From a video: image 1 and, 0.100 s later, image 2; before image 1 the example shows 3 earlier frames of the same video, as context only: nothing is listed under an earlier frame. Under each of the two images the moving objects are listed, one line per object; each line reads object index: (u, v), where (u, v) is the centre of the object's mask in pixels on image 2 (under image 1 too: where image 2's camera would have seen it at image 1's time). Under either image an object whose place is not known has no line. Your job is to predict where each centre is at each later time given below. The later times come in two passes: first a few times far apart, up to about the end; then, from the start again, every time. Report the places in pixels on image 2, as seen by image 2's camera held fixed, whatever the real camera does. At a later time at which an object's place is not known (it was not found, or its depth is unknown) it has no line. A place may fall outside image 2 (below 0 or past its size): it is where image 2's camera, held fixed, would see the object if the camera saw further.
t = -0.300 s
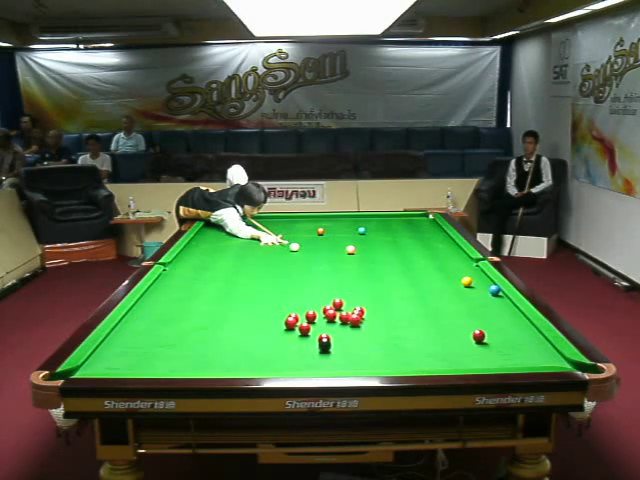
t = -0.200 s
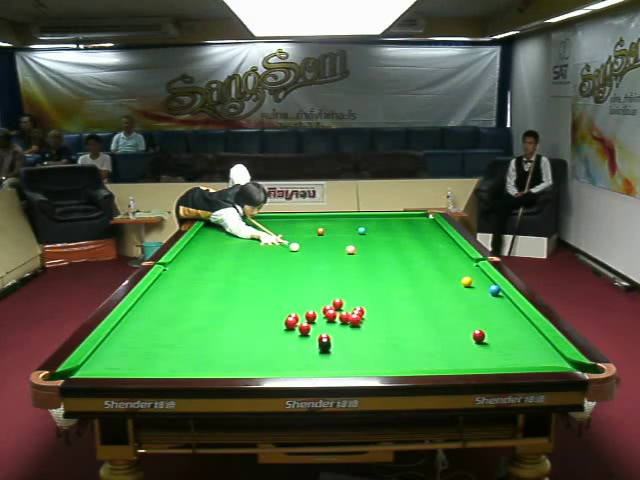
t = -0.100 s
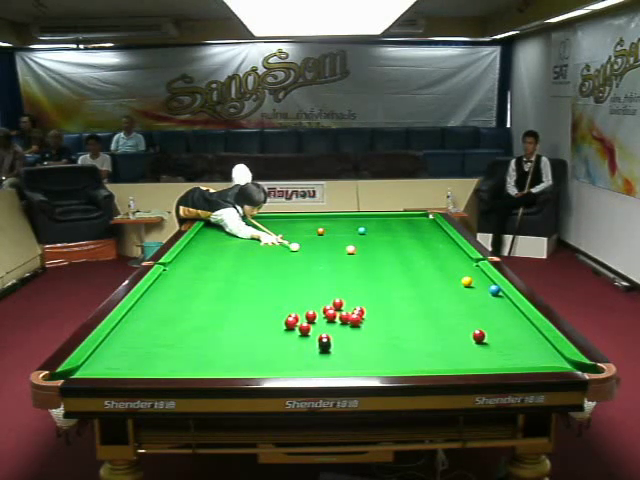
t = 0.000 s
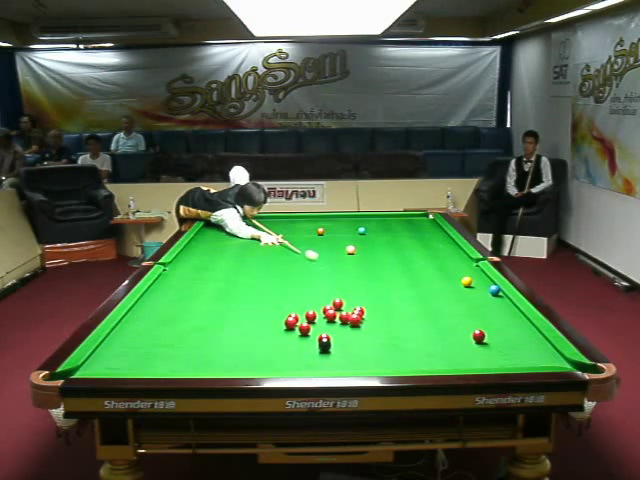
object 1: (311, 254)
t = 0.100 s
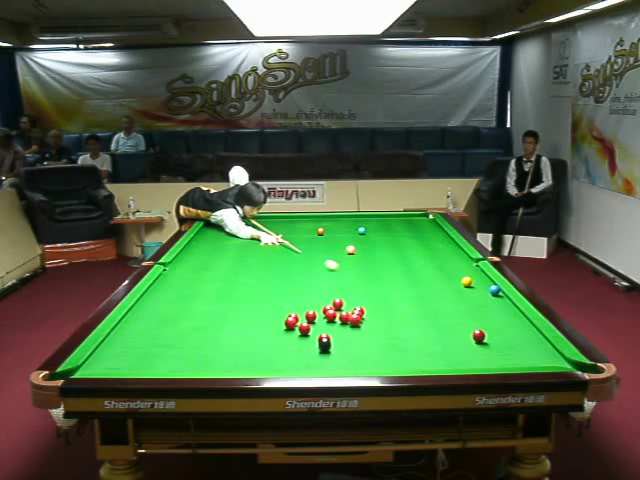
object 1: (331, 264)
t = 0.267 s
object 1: (365, 281)
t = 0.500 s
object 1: (411, 304)
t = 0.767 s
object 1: (464, 329)
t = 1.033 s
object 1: (463, 341)
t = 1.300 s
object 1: (461, 353)
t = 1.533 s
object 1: (459, 362)
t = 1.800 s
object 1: (453, 363)
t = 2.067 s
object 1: (444, 357)
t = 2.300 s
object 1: (437, 351)
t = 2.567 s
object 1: (430, 346)
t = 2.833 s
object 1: (425, 341)
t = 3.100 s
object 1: (421, 337)
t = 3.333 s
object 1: (418, 334)
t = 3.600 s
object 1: (415, 331)
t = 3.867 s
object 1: (413, 329)
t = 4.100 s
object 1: (412, 328)
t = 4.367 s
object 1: (411, 327)
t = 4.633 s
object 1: (411, 327)
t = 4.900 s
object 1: (411, 327)
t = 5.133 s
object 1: (411, 327)
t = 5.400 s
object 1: (411, 327)
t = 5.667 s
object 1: (411, 327)
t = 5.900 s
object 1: (411, 327)
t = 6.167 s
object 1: (411, 327)
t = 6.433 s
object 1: (411, 327)
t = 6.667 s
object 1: (411, 327)
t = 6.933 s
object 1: (411, 327)
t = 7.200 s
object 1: (411, 327)
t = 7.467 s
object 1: (411, 327)
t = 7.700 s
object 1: (411, 327)
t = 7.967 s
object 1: (410, 327)
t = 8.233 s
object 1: (411, 327)
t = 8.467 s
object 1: (411, 327)
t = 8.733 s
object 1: (411, 327)
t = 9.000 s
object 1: (411, 327)
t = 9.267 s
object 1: (410, 327)
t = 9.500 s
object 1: (410, 327)
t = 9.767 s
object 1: (411, 327)
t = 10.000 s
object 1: (411, 327)
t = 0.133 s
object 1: (338, 267)
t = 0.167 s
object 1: (344, 271)
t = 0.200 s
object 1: (351, 274)
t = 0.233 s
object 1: (358, 277)
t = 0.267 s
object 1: (365, 281)
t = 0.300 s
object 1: (372, 285)
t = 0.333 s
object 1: (378, 288)
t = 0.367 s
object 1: (386, 291)
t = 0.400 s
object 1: (392, 295)
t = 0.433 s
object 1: (399, 298)
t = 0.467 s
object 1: (405, 301)
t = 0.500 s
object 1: (411, 304)
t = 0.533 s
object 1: (417, 307)
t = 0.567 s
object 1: (424, 310)
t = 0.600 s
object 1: (430, 313)
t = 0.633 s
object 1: (436, 316)
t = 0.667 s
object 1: (443, 319)
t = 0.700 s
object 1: (450, 323)
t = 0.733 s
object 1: (456, 326)
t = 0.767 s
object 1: (464, 329)
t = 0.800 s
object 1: (467, 333)
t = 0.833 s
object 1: (466, 333)
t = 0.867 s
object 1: (464, 334)
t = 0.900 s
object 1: (464, 335)
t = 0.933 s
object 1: (463, 337)
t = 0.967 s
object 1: (463, 339)
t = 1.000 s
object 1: (463, 340)
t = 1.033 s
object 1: (463, 341)
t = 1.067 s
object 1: (463, 343)
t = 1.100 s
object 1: (462, 344)
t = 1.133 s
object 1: (462, 346)
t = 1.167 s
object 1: (462, 347)
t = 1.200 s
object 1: (462, 348)
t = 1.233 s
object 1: (462, 350)
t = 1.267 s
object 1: (461, 351)
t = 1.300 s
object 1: (461, 353)
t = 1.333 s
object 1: (461, 354)
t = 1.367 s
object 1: (461, 356)
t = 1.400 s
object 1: (460, 357)
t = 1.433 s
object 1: (460, 359)
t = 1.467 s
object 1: (460, 360)
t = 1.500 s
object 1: (460, 361)
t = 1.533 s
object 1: (459, 362)
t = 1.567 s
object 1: (459, 363)
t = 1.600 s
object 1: (459, 363)
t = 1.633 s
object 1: (458, 364)
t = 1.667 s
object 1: (458, 364)
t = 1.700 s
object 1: (456, 364)
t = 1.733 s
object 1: (455, 364)
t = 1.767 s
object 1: (454, 363)
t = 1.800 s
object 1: (453, 363)
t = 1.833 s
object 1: (451, 362)
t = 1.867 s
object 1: (451, 362)
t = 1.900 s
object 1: (450, 361)
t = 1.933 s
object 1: (448, 360)
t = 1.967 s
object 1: (447, 360)
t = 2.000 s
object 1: (446, 359)
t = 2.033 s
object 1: (445, 358)
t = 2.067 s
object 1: (444, 357)
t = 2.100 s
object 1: (443, 356)
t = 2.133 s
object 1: (442, 355)
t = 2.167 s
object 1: (441, 354)
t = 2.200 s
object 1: (440, 353)
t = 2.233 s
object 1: (439, 353)
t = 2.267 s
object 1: (438, 352)
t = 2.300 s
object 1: (437, 351)
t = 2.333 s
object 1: (436, 350)
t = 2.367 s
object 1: (435, 350)
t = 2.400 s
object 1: (434, 349)
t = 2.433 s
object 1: (434, 348)
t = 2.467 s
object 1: (433, 348)
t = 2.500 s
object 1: (432, 347)
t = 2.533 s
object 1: (431, 346)
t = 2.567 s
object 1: (430, 346)
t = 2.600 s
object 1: (430, 345)
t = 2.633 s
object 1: (429, 344)
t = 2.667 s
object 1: (428, 344)
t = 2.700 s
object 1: (428, 343)
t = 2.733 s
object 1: (427, 343)
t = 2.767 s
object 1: (427, 342)
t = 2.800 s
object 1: (426, 341)
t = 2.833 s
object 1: (425, 341)
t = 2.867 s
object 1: (425, 341)
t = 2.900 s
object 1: (424, 340)
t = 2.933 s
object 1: (424, 339)
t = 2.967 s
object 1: (423, 339)
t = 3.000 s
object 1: (423, 338)
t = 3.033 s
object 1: (422, 338)
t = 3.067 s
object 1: (422, 338)
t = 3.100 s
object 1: (421, 337)
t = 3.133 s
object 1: (421, 337)
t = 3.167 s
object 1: (420, 336)
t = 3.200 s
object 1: (420, 335)
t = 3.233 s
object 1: (420, 335)
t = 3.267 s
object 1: (419, 335)
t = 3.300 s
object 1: (418, 334)
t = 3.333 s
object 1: (418, 334)
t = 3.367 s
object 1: (418, 334)
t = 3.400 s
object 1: (417, 333)
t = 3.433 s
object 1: (417, 333)
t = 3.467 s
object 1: (416, 333)
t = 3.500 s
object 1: (416, 332)
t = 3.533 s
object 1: (416, 332)
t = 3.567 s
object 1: (415, 332)
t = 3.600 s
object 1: (415, 331)
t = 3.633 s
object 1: (415, 331)
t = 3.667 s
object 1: (415, 331)
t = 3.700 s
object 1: (414, 330)
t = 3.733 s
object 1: (414, 330)
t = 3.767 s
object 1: (413, 330)
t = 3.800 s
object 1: (414, 330)
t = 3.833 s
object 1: (413, 330)
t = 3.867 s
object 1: (413, 329)
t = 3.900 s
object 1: (413, 329)
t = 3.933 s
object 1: (412, 329)
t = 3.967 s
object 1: (412, 329)
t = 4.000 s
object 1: (412, 328)
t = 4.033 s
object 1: (412, 328)
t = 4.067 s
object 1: (412, 328)
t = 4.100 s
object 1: (412, 328)
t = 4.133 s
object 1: (412, 328)
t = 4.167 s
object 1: (411, 328)
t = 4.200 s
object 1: (411, 328)
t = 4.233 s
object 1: (411, 328)
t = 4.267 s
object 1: (411, 327)
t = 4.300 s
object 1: (411, 327)
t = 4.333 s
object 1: (411, 327)
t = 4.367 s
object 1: (411, 327)
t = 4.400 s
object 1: (411, 327)
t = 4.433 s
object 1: (411, 327)
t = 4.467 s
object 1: (411, 327)
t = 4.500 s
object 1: (411, 327)
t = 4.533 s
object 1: (411, 327)
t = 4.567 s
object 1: (411, 327)
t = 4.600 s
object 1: (411, 327)
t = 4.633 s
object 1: (411, 327)
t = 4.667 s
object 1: (411, 327)
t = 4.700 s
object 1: (411, 327)
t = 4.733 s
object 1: (411, 327)
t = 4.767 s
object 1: (411, 327)
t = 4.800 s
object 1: (411, 327)
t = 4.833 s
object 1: (411, 327)
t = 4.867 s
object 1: (411, 327)
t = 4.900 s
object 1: (411, 327)
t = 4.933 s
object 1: (411, 327)
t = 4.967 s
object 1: (411, 327)
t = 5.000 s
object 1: (411, 327)
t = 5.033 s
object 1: (411, 327)
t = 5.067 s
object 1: (411, 327)
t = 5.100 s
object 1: (411, 327)
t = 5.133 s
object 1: (411, 327)
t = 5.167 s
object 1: (411, 327)
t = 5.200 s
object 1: (411, 327)
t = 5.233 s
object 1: (411, 327)
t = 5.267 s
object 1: (411, 327)
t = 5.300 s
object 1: (411, 327)
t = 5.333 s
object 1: (411, 327)
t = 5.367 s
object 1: (411, 327)
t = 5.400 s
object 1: (411, 327)
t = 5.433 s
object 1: (411, 327)
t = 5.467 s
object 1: (411, 327)
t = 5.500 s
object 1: (411, 327)
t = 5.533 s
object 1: (411, 327)
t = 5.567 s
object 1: (411, 327)
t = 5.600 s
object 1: (411, 327)
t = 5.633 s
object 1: (411, 327)
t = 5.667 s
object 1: (411, 327)
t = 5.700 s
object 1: (411, 327)
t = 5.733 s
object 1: (411, 327)
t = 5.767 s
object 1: (411, 327)
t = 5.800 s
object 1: (411, 327)
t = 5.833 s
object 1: (411, 327)
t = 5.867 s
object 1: (411, 327)
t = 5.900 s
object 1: (411, 327)
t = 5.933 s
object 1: (411, 327)
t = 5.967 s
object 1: (411, 327)
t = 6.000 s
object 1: (411, 327)
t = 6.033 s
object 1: (411, 327)
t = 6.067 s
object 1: (411, 327)
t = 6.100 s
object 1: (411, 327)
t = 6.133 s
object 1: (411, 327)
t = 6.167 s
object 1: (411, 327)
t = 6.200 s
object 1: (411, 327)
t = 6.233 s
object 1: (411, 327)
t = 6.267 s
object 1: (411, 327)
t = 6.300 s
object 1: (411, 327)
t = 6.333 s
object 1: (411, 327)
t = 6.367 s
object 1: (411, 327)
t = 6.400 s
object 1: (411, 327)
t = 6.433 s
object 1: (411, 327)
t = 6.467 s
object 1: (411, 327)
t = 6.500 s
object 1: (411, 327)
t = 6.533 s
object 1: (411, 327)
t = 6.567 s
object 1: (411, 327)
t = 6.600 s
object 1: (411, 327)
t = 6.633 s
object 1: (411, 327)
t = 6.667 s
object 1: (411, 327)
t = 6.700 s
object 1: (411, 327)
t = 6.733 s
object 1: (411, 327)
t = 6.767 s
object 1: (411, 327)
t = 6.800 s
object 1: (411, 327)
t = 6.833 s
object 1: (411, 327)
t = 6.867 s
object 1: (411, 327)
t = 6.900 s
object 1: (411, 327)
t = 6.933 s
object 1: (411, 327)
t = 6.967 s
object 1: (411, 327)
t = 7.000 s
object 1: (411, 327)
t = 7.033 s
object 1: (411, 327)
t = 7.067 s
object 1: (411, 327)
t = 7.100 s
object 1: (411, 327)
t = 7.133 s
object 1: (411, 327)
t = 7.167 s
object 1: (411, 327)
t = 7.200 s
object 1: (411, 327)
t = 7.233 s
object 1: (410, 327)
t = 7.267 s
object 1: (410, 327)
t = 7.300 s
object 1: (410, 327)
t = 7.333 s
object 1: (411, 327)
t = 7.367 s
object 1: (411, 327)
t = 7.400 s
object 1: (411, 327)
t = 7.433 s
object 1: (411, 327)
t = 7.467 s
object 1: (411, 327)
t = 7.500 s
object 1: (411, 327)
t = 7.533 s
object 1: (411, 327)
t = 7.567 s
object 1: (411, 327)
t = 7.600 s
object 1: (411, 327)
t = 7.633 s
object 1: (411, 327)
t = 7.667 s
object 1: (411, 327)
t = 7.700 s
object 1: (411, 327)
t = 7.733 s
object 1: (410, 327)
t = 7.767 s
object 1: (410, 327)
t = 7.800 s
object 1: (410, 327)
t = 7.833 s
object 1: (410, 327)
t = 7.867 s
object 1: (410, 327)
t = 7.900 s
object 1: (410, 327)
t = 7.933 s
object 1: (411, 327)
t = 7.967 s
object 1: (410, 327)
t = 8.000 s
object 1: (411, 327)
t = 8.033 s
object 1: (411, 327)
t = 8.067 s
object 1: (411, 327)
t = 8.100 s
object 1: (410, 327)
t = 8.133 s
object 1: (410, 327)
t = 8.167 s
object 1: (411, 327)
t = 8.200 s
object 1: (411, 327)
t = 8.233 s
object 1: (411, 327)
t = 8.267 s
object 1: (411, 327)
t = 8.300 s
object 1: (410, 327)
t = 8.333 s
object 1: (411, 327)
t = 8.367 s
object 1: (411, 327)
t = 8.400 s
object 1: (411, 327)
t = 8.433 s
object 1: (411, 327)
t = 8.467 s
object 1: (411, 327)
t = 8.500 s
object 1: (411, 327)
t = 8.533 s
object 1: (411, 327)
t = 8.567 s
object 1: (411, 327)
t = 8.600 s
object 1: (411, 327)
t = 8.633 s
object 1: (410, 327)
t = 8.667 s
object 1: (411, 327)
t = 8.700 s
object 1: (411, 327)
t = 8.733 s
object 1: (411, 327)
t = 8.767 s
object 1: (411, 327)
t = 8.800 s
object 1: (411, 327)
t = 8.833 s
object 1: (411, 327)
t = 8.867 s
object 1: (411, 327)
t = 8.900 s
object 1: (411, 327)
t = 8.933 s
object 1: (411, 327)
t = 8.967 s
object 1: (411, 327)
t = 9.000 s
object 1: (411, 327)
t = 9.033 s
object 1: (410, 327)
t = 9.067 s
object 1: (410, 327)
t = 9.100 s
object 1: (410, 327)
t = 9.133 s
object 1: (410, 327)
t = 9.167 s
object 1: (410, 327)
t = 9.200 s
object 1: (410, 327)
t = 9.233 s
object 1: (410, 327)
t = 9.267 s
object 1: (410, 327)
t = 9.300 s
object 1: (410, 327)
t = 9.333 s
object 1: (410, 327)
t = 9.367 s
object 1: (410, 327)
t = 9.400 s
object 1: (410, 327)
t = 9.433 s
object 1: (410, 327)
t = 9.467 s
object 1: (410, 327)
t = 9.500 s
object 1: (410, 327)
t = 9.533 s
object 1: (410, 327)
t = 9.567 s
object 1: (410, 327)
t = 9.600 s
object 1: (410, 327)
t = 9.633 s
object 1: (410, 327)
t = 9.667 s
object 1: (410, 327)
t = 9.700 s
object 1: (410, 327)
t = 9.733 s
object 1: (410, 327)
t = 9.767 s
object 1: (411, 327)
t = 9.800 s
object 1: (410, 327)
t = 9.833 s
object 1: (410, 327)
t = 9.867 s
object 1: (410, 327)
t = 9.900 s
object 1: (410, 327)
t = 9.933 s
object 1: (410, 327)
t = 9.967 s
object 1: (410, 327)
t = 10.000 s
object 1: (411, 327)
